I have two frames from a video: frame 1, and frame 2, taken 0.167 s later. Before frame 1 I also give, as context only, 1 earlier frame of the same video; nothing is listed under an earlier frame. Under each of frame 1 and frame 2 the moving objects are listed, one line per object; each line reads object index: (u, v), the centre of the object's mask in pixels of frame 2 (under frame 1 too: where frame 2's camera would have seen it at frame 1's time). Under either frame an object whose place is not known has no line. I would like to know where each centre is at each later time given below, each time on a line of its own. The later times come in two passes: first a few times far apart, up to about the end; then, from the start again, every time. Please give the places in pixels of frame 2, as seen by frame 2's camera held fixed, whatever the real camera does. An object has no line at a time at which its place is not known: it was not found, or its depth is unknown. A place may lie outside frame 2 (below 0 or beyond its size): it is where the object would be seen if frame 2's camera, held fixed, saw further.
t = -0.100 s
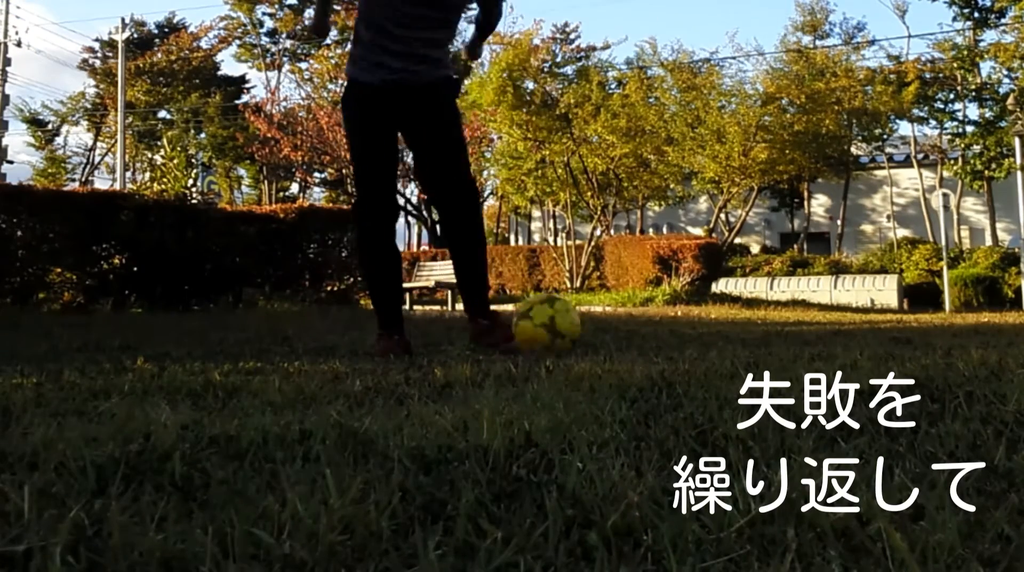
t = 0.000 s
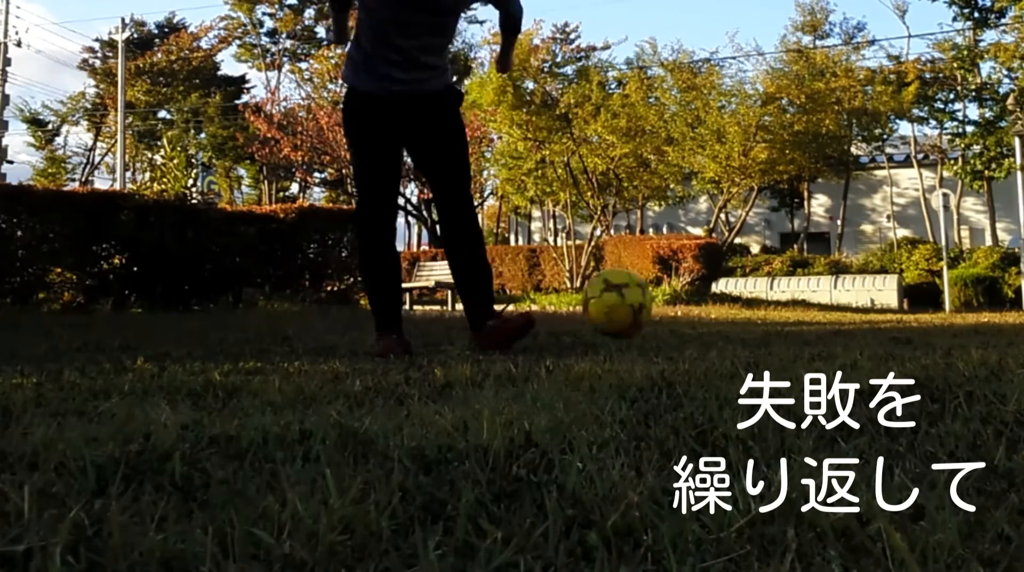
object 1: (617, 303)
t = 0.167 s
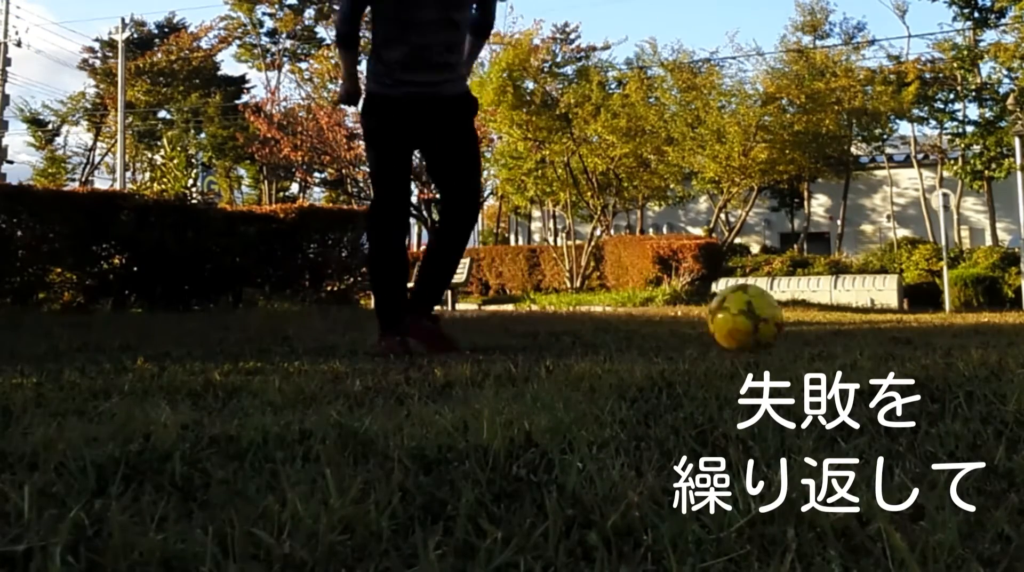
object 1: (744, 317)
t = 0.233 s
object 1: (789, 307)
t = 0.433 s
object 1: (935, 315)
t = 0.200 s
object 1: (767, 312)
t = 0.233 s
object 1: (789, 307)
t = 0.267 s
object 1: (813, 308)
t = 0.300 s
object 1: (837, 310)
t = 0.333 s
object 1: (862, 316)
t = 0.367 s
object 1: (887, 319)
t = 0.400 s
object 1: (912, 316)
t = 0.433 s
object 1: (935, 315)
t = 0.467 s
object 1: (960, 316)
